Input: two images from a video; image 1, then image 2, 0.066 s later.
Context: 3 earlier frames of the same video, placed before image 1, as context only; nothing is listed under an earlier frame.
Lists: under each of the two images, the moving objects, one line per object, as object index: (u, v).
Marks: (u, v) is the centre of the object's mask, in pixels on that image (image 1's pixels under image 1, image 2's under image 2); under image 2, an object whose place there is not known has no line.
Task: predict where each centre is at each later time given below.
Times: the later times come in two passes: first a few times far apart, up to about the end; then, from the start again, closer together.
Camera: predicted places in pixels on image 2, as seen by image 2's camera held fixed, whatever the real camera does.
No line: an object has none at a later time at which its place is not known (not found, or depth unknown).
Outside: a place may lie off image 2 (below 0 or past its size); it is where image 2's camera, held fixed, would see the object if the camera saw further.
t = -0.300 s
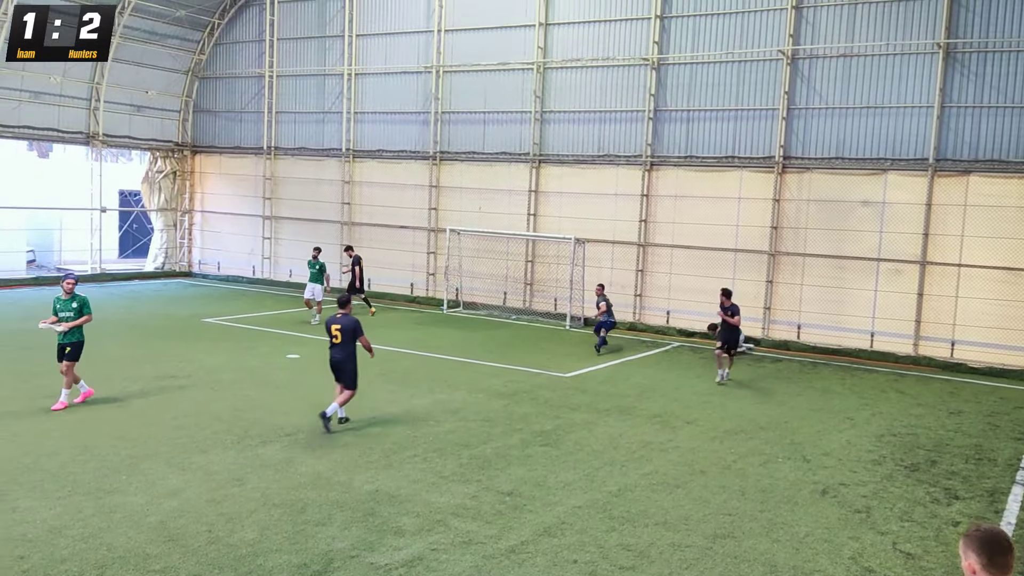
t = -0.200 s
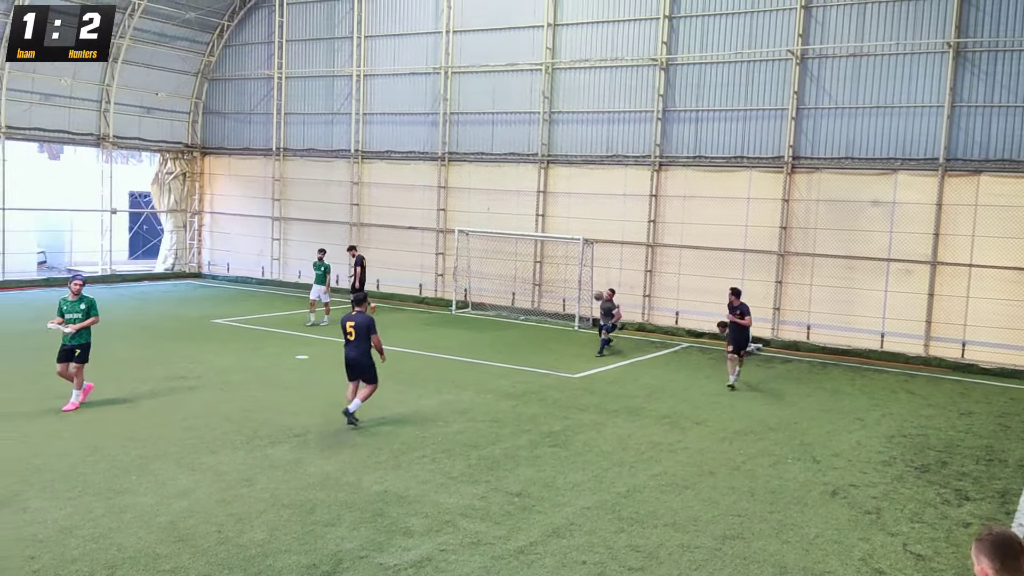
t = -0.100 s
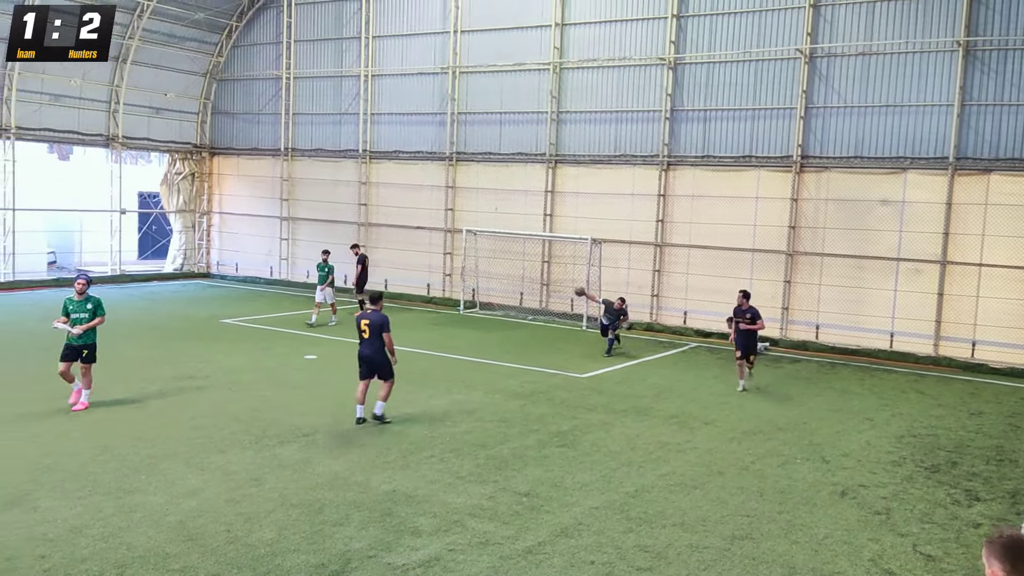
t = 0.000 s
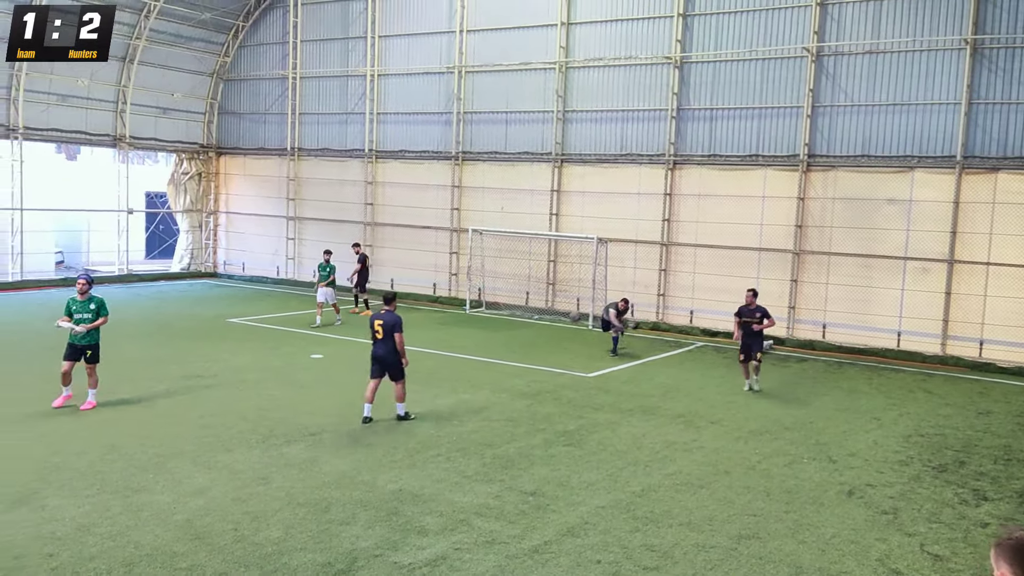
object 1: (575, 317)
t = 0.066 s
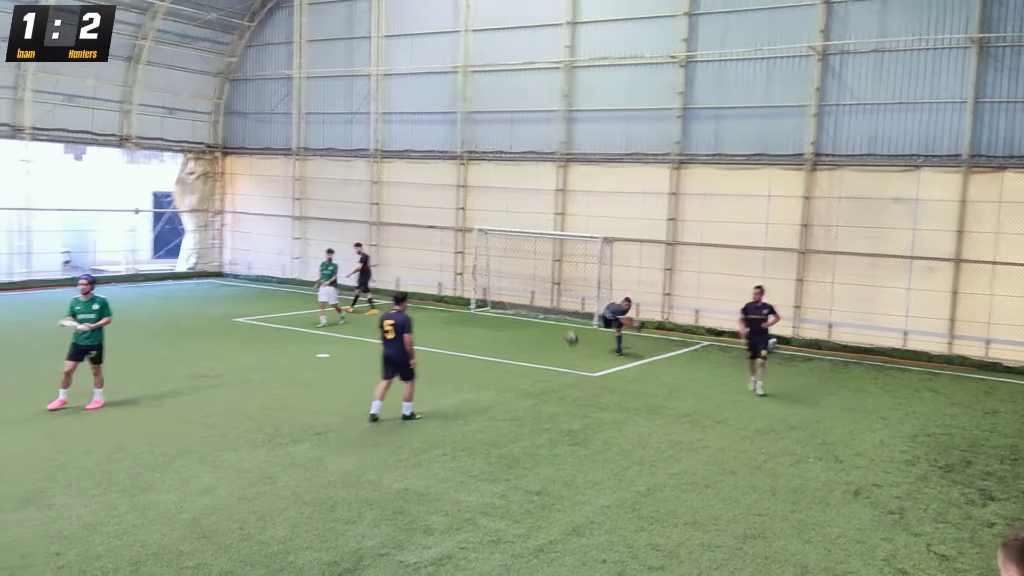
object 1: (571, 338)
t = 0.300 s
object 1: (530, 397)
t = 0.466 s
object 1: (496, 402)
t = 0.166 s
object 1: (554, 384)
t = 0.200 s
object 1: (546, 402)
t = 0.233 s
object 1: (541, 402)
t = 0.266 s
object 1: (535, 399)
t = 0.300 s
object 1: (530, 397)
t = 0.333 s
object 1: (524, 395)
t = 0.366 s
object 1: (517, 395)
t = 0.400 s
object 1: (510, 398)
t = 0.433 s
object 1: (503, 399)
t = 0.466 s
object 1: (496, 402)
